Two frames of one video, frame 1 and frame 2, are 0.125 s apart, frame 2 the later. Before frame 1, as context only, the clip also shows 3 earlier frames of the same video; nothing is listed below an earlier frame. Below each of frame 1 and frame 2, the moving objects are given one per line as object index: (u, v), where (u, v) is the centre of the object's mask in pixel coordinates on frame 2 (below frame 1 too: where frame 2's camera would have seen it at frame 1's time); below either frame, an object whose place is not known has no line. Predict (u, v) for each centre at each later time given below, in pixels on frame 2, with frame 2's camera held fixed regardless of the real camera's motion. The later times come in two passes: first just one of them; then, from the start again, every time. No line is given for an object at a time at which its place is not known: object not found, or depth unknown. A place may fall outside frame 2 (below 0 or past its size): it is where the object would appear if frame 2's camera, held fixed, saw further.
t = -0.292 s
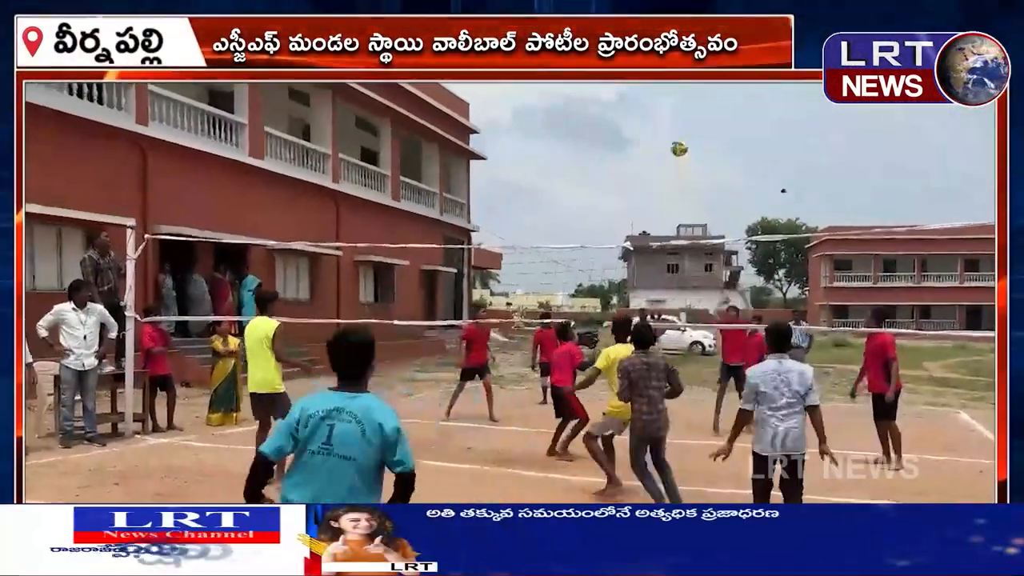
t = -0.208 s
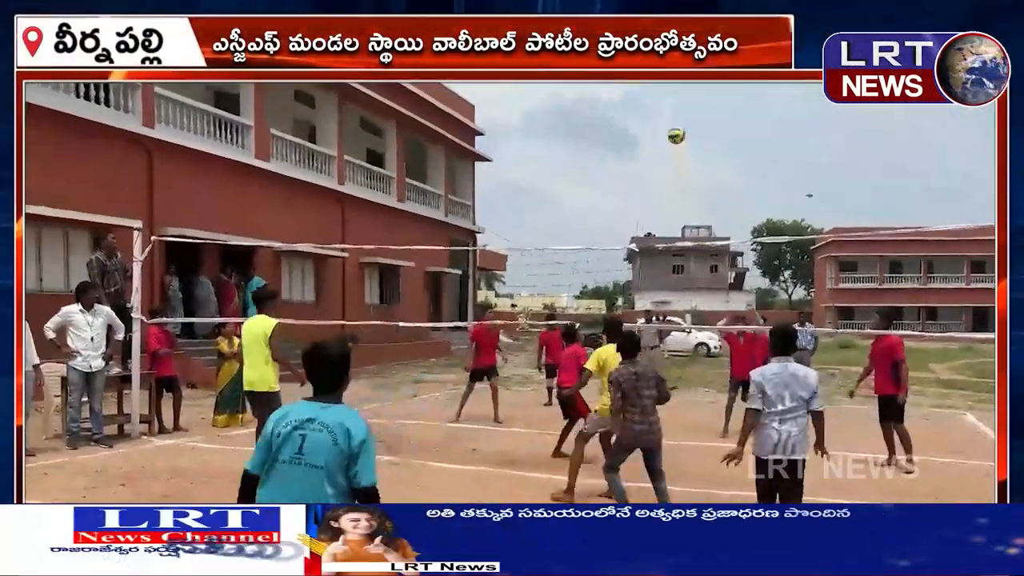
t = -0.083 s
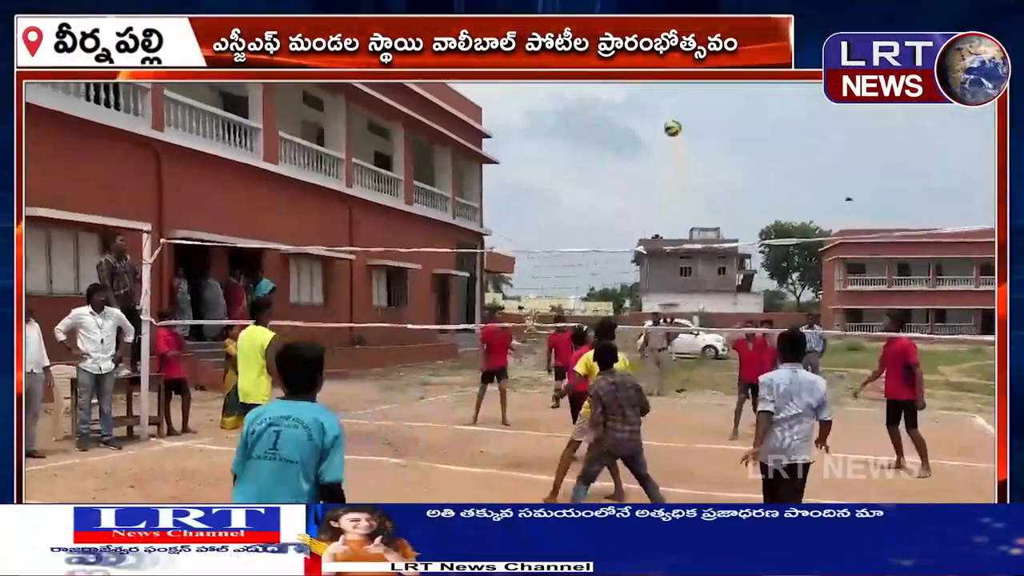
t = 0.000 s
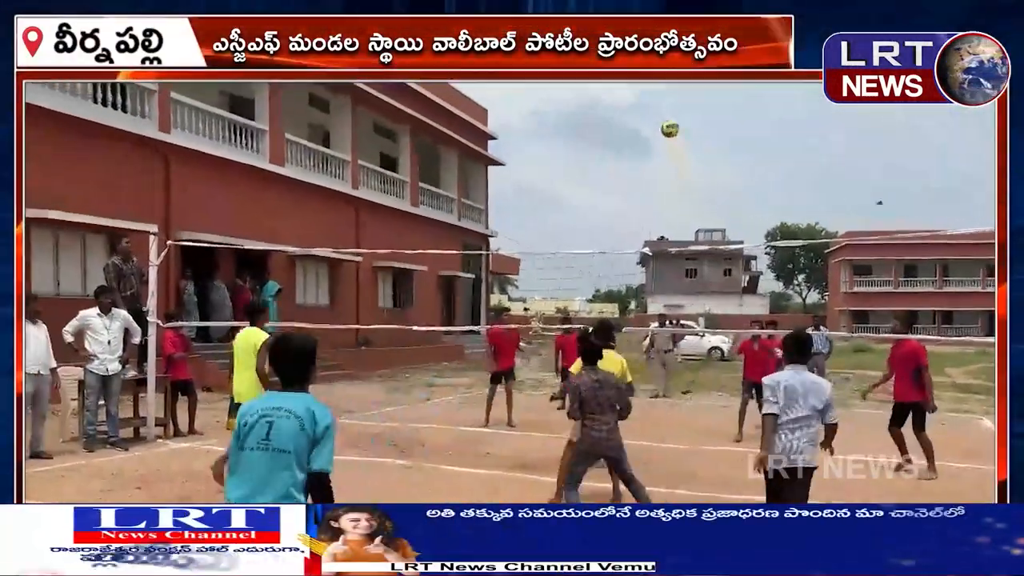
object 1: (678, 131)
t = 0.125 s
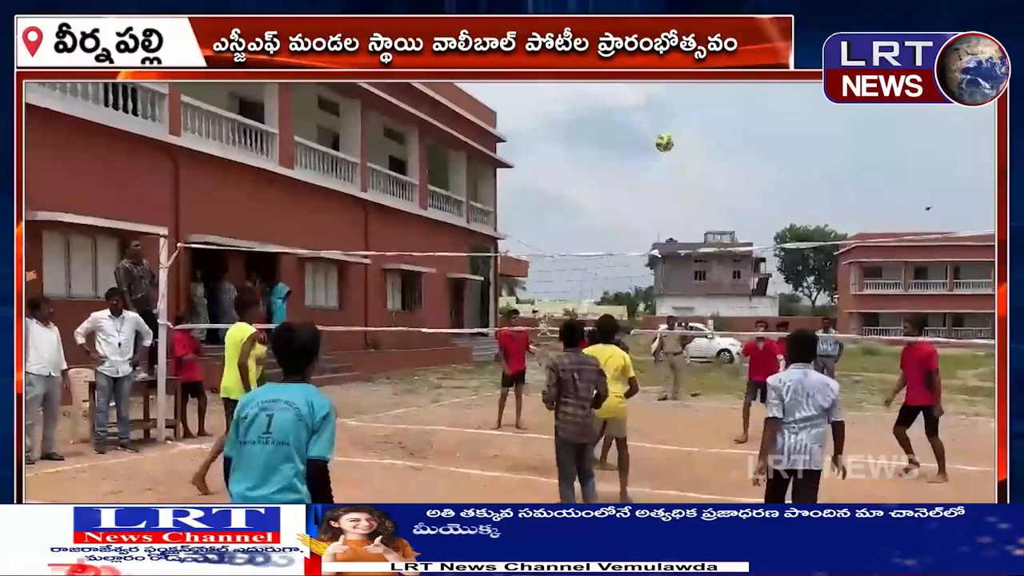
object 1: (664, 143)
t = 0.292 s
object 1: (646, 180)
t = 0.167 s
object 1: (660, 148)
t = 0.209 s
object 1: (655, 158)
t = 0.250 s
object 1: (652, 166)
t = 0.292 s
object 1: (646, 180)
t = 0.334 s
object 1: (641, 191)
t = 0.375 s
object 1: (636, 209)
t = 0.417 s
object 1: (631, 222)
